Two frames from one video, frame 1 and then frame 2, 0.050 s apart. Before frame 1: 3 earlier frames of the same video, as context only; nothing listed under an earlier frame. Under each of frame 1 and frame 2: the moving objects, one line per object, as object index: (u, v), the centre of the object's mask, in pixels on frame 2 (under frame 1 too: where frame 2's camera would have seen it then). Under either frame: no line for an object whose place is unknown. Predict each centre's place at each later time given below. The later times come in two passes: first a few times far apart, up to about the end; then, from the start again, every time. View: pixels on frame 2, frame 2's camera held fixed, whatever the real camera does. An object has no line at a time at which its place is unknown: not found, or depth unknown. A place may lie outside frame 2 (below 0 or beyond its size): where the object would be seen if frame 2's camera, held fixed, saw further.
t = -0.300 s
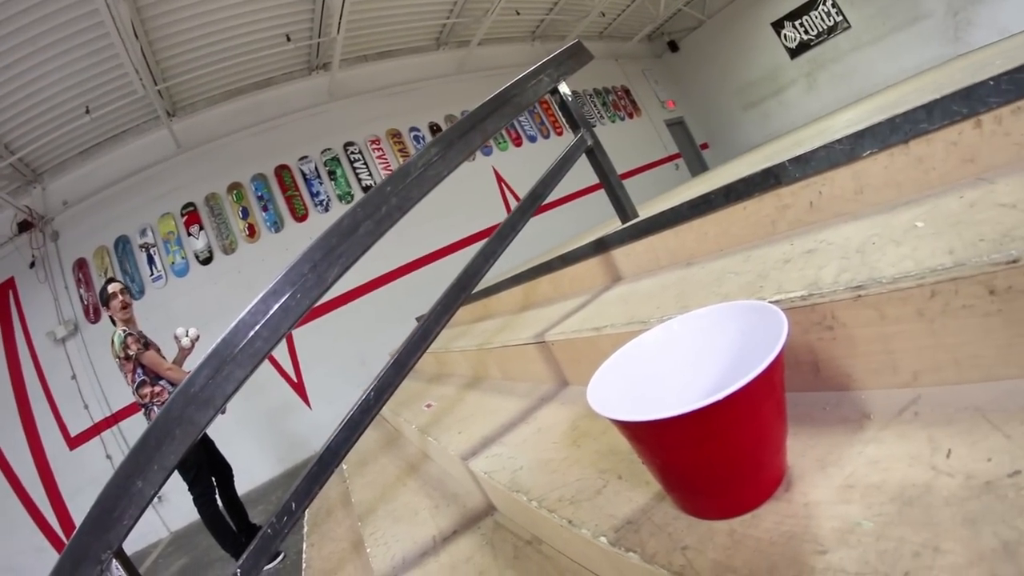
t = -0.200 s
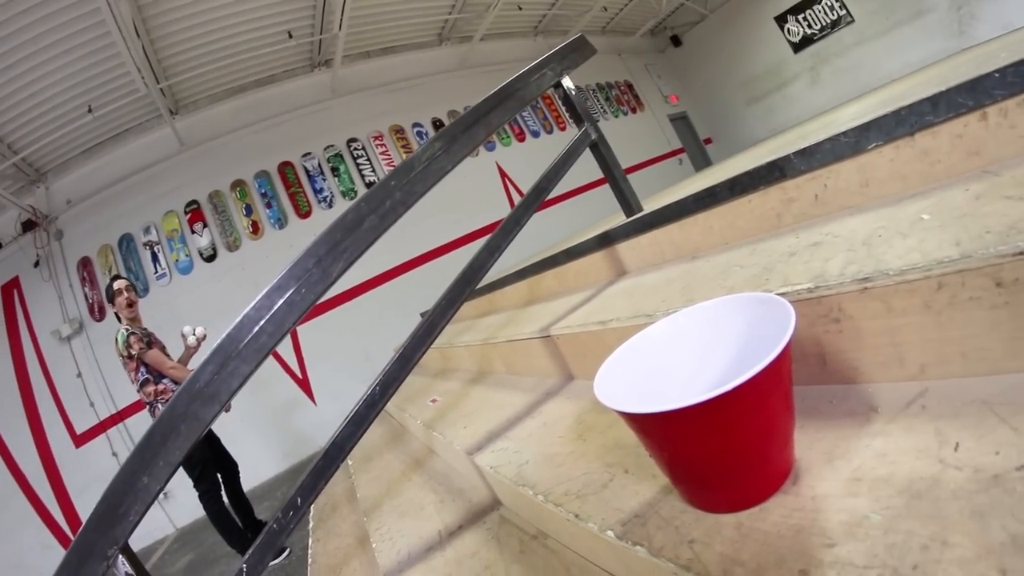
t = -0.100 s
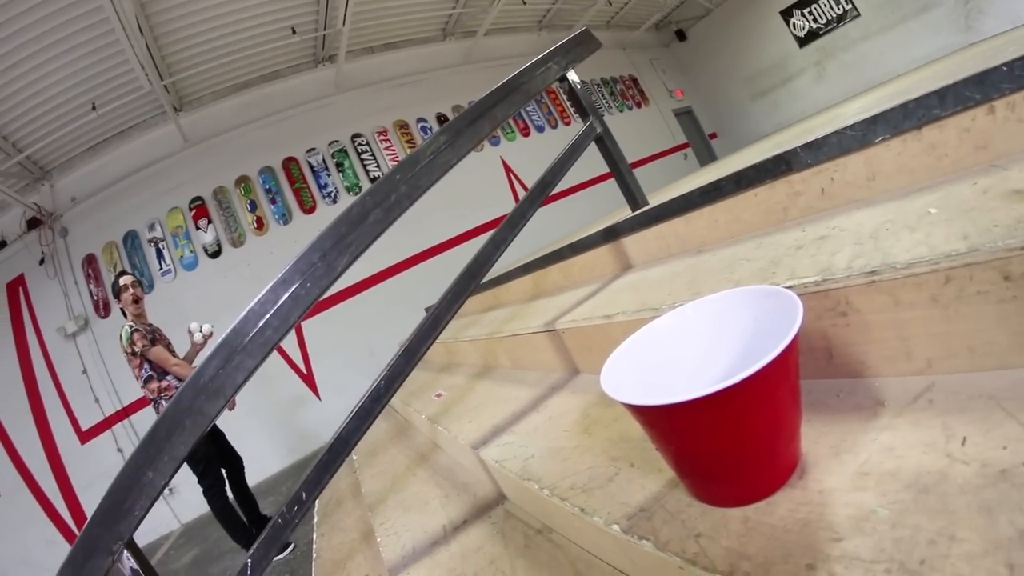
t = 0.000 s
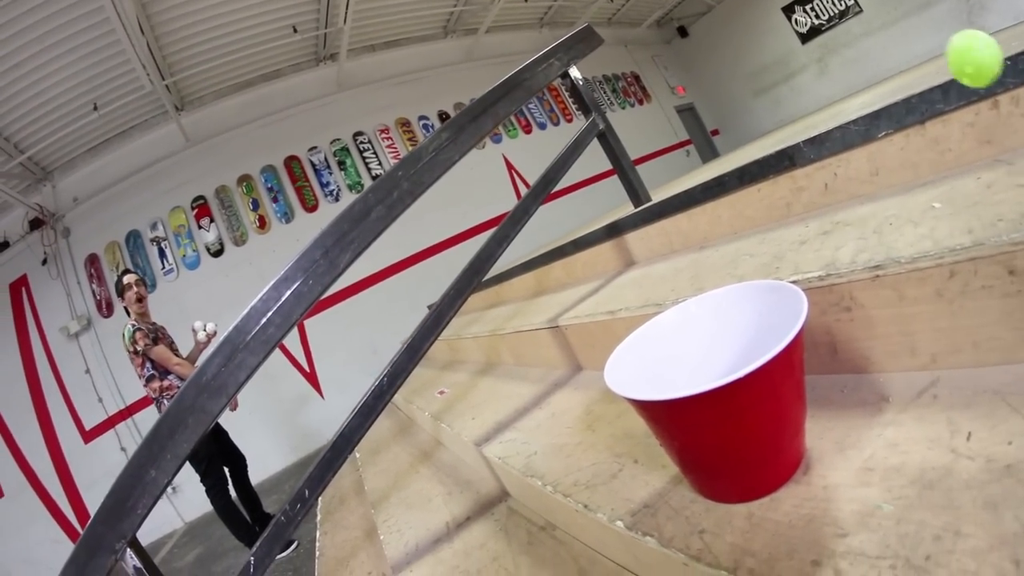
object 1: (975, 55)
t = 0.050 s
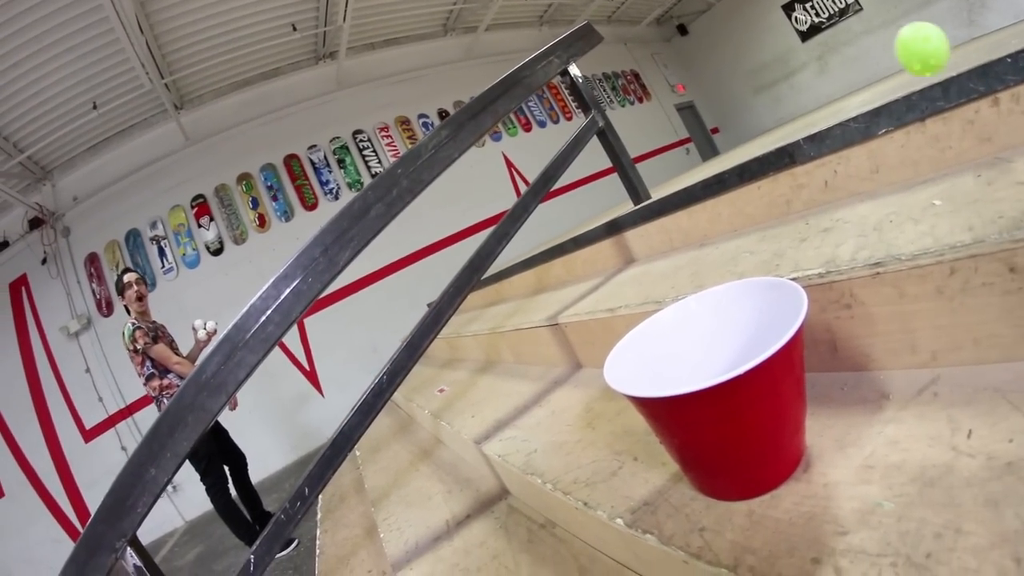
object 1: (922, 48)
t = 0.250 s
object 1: (807, 187)
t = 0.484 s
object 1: (650, 220)
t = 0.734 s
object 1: (567, 264)
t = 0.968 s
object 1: (523, 290)
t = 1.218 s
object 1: (486, 307)
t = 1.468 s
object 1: (457, 317)
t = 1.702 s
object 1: (441, 339)
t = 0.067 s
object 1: (907, 50)
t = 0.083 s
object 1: (893, 54)
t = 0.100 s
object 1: (880, 60)
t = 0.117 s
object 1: (868, 67)
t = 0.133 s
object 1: (857, 77)
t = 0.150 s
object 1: (847, 88)
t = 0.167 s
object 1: (838, 102)
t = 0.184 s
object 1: (831, 118)
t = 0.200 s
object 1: (824, 133)
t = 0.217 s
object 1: (818, 150)
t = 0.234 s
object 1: (812, 168)
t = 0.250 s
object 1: (807, 187)
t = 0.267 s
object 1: (803, 208)
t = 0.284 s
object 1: (796, 225)
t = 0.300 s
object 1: (778, 215)
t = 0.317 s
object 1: (762, 207)
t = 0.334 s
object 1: (746, 202)
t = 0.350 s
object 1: (731, 199)
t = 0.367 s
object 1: (718, 196)
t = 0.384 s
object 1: (705, 196)
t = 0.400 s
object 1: (693, 197)
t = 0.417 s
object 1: (683, 199)
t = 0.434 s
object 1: (673, 203)
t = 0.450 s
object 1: (664, 207)
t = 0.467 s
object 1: (656, 213)
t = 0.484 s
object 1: (650, 220)
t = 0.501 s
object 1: (643, 228)
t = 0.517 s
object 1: (639, 237)
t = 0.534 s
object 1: (635, 247)
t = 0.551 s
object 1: (632, 258)
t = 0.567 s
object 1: (629, 271)
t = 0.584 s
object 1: (621, 268)
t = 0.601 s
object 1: (612, 263)
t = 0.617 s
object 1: (603, 259)
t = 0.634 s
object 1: (595, 257)
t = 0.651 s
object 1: (589, 256)
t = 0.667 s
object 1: (583, 255)
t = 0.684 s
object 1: (578, 256)
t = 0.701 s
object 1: (574, 258)
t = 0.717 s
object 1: (570, 261)
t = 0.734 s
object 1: (567, 264)
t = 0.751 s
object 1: (564, 268)
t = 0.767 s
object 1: (562, 273)
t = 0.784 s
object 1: (561, 279)
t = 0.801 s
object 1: (560, 287)
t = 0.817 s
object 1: (556, 288)
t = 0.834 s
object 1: (550, 284)
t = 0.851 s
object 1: (545, 282)
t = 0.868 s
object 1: (540, 281)
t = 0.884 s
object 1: (536, 281)
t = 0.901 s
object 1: (532, 281)
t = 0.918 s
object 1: (529, 281)
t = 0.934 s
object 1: (527, 284)
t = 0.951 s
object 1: (525, 287)
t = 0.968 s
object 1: (523, 290)
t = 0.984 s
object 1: (522, 295)
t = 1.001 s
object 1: (521, 299)
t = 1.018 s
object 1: (516, 297)
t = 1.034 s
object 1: (512, 295)
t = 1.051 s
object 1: (509, 295)
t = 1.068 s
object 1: (506, 296)
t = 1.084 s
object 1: (503, 297)
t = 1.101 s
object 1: (502, 298)
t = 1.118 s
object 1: (500, 301)
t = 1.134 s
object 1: (499, 304)
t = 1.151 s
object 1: (497, 306)
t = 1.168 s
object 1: (494, 305)
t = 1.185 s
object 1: (491, 305)
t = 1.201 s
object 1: (489, 306)
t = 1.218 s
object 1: (486, 307)
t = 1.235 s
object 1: (485, 308)
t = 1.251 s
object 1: (484, 310)
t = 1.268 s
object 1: (481, 310)
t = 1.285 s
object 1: (479, 310)
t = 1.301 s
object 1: (476, 311)
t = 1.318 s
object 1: (475, 312)
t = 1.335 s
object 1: (473, 313)
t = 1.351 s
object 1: (470, 313)
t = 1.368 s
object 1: (469, 313)
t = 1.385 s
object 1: (467, 314)
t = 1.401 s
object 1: (465, 315)
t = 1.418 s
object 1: (463, 315)
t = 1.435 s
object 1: (461, 315)
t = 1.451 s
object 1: (459, 316)
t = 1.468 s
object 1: (457, 317)
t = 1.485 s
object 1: (456, 317)
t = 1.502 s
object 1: (454, 317)
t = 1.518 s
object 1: (452, 318)
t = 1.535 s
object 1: (451, 319)
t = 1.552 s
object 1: (450, 319)
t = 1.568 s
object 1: (448, 321)
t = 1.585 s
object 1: (446, 321)
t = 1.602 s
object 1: (445, 322)
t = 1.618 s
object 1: (444, 324)
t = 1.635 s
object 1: (442, 326)
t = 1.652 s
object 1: (441, 329)
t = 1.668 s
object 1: (441, 332)
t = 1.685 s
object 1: (441, 335)
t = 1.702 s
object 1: (441, 339)
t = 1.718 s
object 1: (443, 345)
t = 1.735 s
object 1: (443, 350)
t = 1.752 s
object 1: (442, 351)
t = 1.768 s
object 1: (439, 349)
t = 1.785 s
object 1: (435, 345)
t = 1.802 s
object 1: (432, 343)
